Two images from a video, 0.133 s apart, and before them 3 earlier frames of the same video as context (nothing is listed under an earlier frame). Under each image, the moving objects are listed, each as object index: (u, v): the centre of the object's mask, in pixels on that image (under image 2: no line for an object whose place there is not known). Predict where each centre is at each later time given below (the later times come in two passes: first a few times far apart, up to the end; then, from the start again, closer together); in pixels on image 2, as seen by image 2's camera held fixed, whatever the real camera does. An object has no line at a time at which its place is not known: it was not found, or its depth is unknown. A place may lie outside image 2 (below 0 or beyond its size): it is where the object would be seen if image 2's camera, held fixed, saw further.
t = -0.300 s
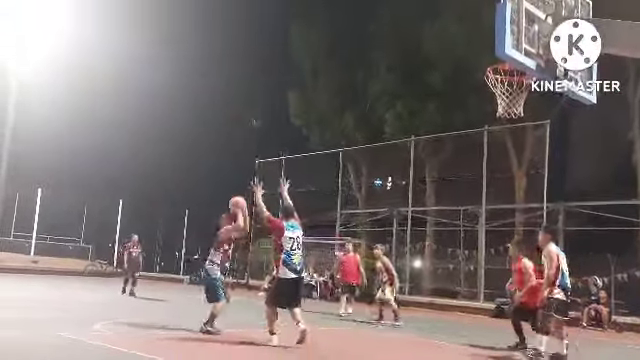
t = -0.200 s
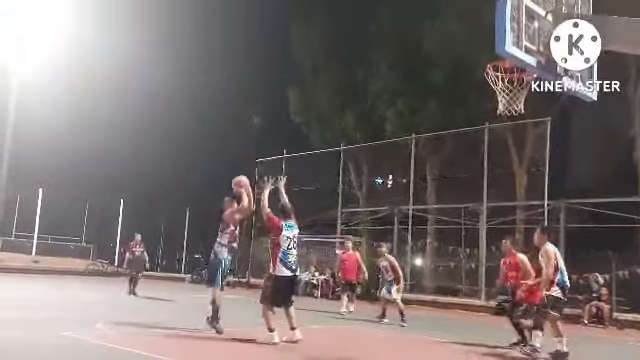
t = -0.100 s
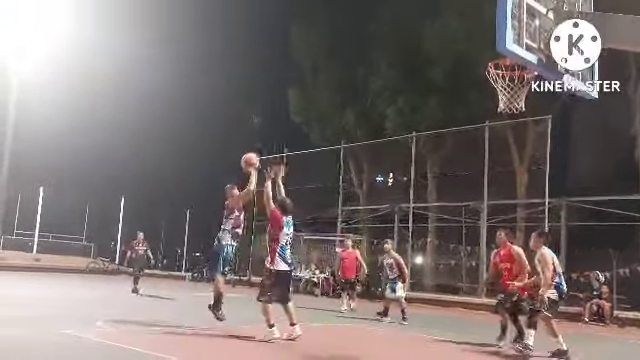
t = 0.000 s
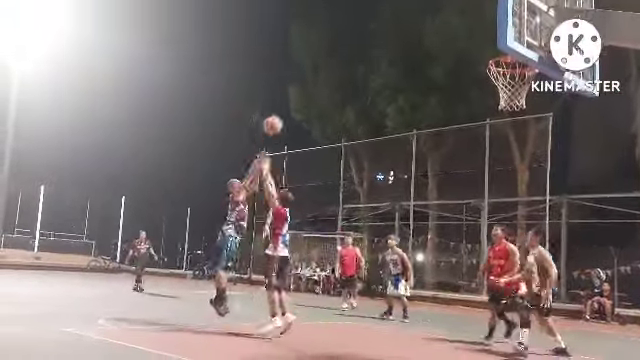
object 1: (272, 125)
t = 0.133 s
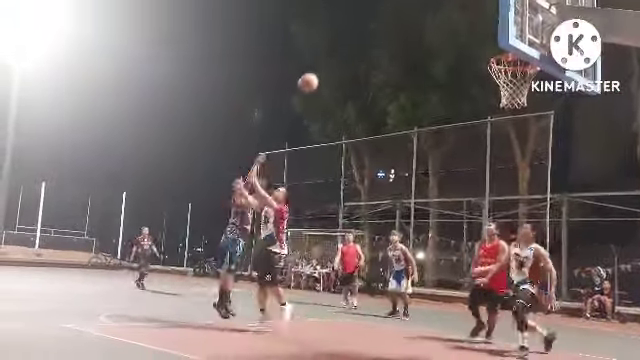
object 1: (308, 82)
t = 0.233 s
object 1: (335, 59)
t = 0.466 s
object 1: (402, 32)
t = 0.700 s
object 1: (477, 49)
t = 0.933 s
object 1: (482, 69)
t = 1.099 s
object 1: (468, 95)
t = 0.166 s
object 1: (317, 74)
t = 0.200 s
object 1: (326, 66)
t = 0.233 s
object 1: (335, 59)
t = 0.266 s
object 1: (344, 52)
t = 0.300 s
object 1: (354, 47)
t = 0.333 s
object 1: (363, 42)
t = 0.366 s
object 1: (372, 39)
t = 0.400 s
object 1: (382, 36)
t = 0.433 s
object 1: (392, 34)
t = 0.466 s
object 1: (402, 32)
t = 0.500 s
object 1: (412, 32)
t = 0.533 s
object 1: (422, 32)
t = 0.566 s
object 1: (433, 34)
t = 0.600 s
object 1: (443, 36)
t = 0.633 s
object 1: (454, 39)
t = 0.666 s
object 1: (465, 43)
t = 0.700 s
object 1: (477, 49)
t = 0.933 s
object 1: (482, 69)
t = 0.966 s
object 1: (479, 73)
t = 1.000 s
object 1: (475, 80)
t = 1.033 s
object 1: (473, 83)
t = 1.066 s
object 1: (470, 89)
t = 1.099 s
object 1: (468, 95)
